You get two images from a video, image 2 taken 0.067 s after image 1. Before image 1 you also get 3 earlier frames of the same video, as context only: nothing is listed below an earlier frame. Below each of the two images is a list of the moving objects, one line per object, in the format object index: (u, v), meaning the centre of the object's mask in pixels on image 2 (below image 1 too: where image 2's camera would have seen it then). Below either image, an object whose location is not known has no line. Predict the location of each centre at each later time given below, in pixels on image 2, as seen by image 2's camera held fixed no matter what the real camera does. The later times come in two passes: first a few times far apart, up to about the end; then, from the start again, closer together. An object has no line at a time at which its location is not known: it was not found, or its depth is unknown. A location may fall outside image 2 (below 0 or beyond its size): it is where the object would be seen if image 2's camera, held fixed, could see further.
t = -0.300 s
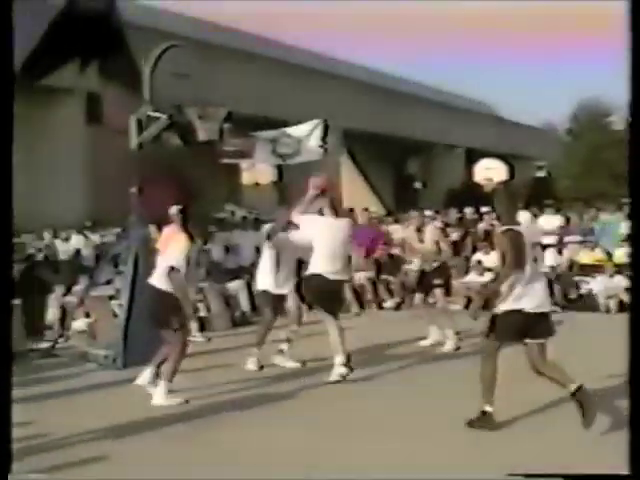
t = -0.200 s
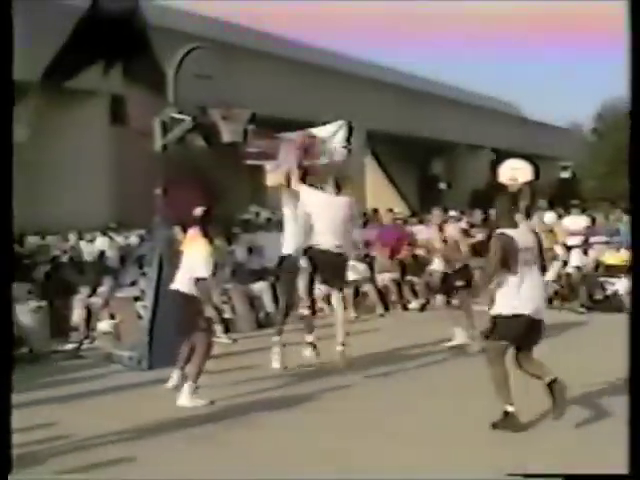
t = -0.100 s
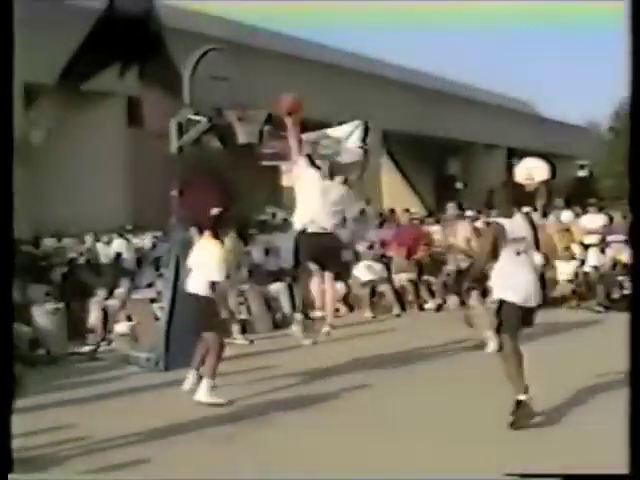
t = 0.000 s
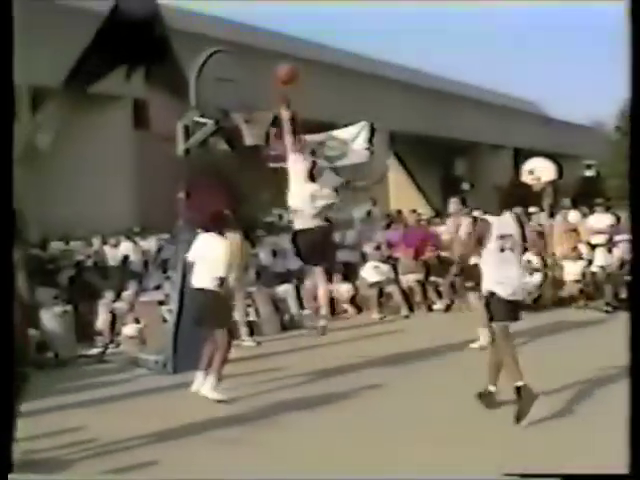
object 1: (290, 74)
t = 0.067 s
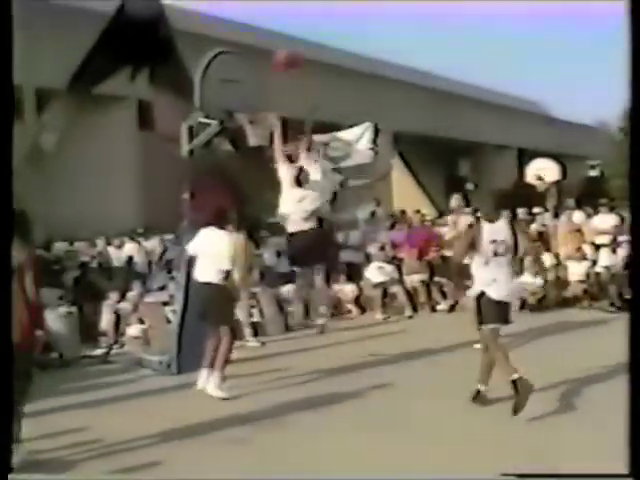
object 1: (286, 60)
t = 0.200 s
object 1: (274, 40)
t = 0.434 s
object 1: (263, 47)
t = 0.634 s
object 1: (252, 86)
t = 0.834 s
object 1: (247, 81)
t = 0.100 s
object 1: (282, 52)
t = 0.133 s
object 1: (281, 48)
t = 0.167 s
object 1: (276, 45)
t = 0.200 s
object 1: (274, 40)
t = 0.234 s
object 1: (271, 38)
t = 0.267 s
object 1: (269, 37)
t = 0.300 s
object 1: (266, 37)
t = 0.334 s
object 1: (269, 38)
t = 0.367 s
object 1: (267, 42)
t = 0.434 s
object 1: (263, 47)
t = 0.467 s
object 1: (260, 51)
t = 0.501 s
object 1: (258, 56)
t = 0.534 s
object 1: (257, 62)
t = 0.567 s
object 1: (255, 70)
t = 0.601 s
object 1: (254, 76)
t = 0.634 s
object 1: (252, 86)
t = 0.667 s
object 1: (251, 96)
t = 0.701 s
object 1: (250, 99)
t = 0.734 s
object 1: (248, 94)
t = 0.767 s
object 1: (247, 88)
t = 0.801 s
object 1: (246, 84)
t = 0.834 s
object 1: (247, 81)
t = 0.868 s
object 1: (249, 79)
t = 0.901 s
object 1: (250, 78)
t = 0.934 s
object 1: (252, 76)
